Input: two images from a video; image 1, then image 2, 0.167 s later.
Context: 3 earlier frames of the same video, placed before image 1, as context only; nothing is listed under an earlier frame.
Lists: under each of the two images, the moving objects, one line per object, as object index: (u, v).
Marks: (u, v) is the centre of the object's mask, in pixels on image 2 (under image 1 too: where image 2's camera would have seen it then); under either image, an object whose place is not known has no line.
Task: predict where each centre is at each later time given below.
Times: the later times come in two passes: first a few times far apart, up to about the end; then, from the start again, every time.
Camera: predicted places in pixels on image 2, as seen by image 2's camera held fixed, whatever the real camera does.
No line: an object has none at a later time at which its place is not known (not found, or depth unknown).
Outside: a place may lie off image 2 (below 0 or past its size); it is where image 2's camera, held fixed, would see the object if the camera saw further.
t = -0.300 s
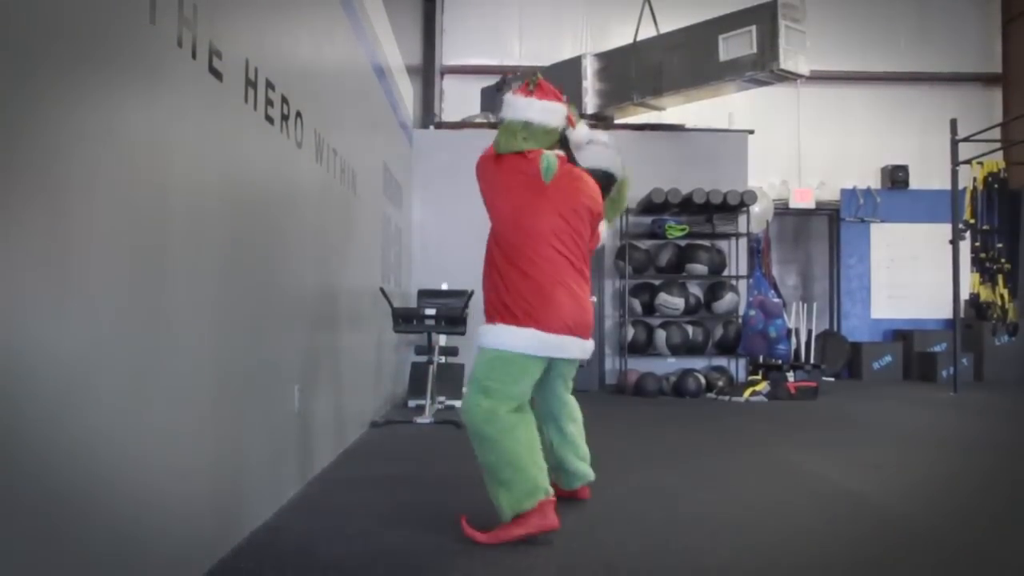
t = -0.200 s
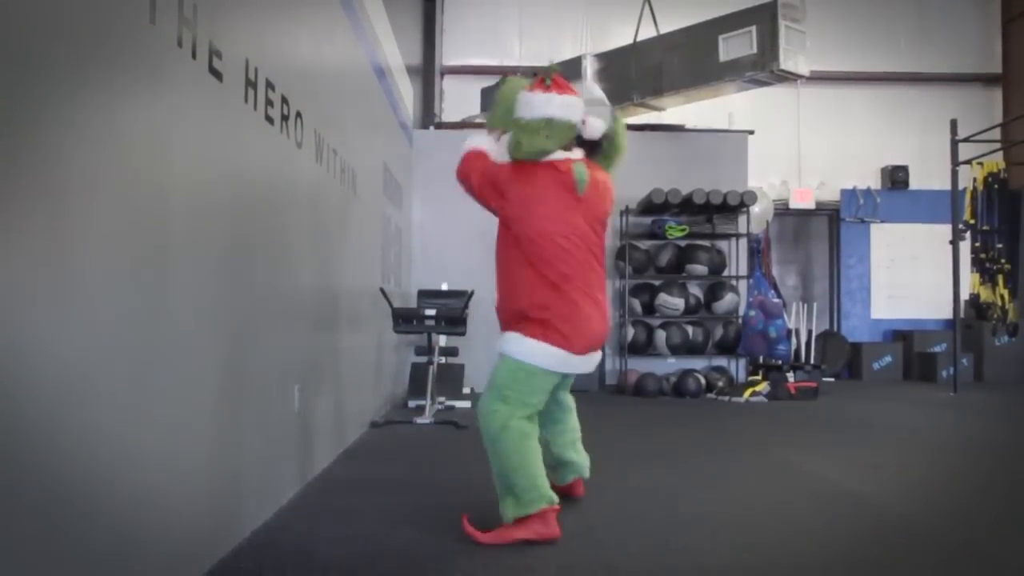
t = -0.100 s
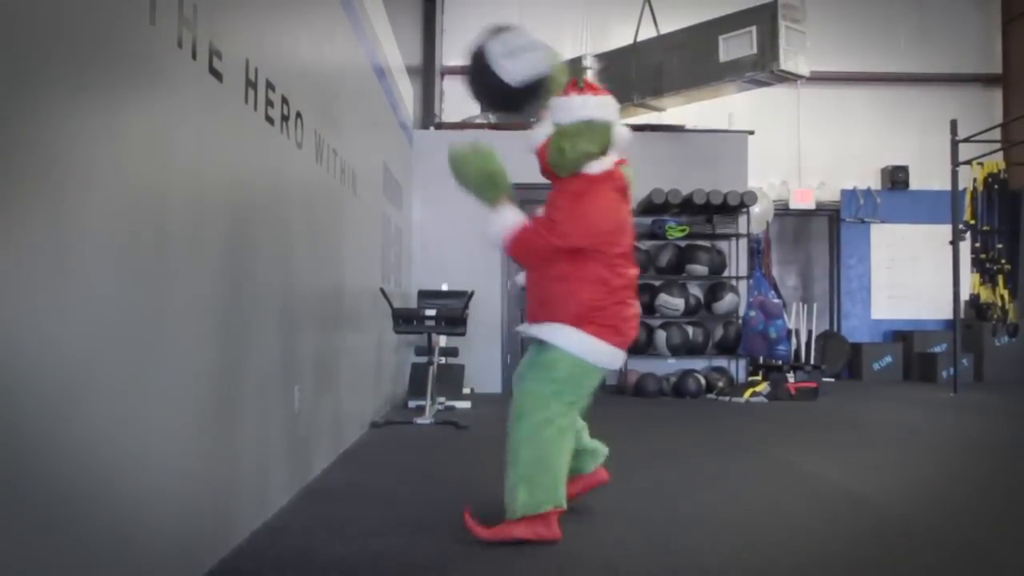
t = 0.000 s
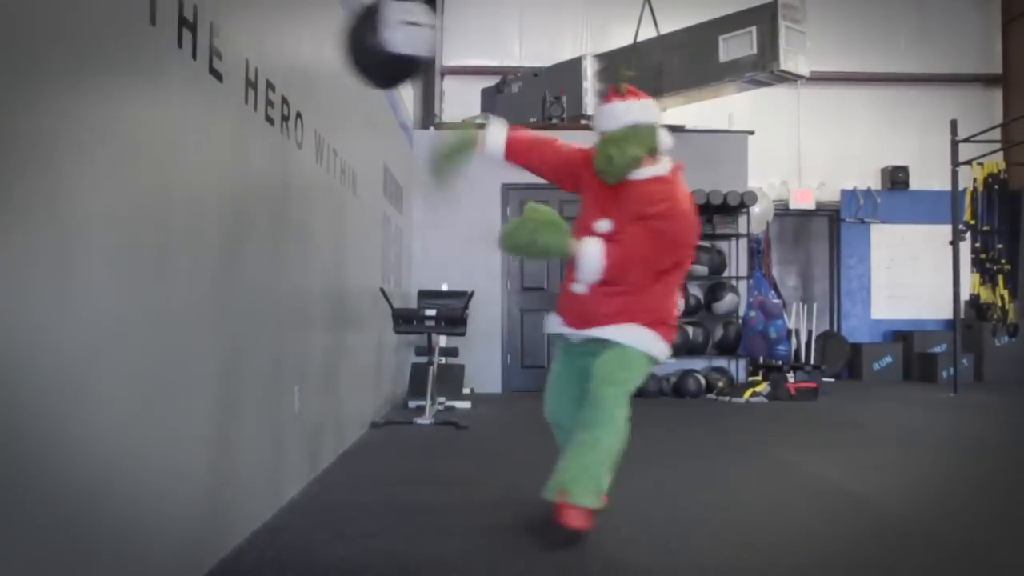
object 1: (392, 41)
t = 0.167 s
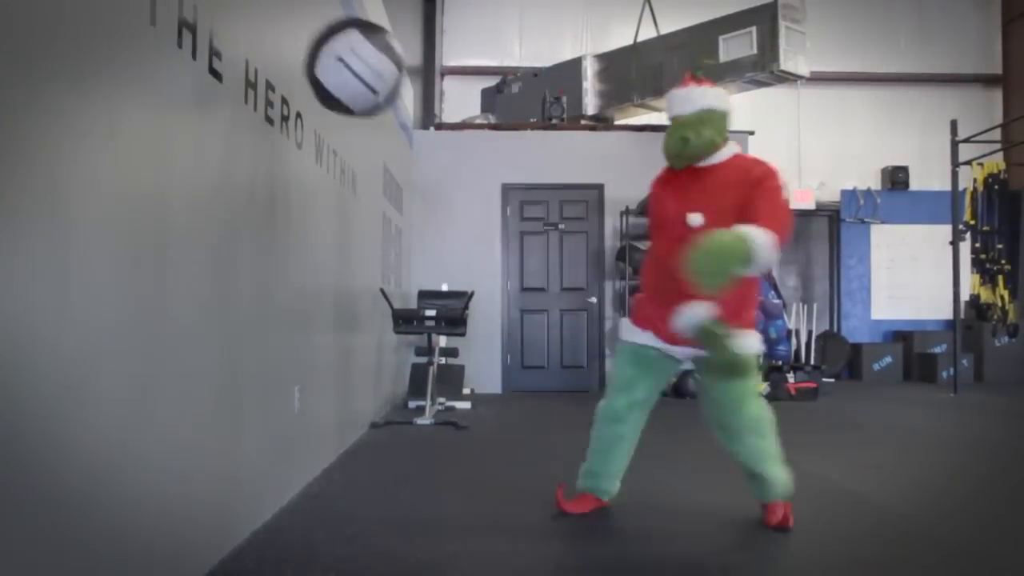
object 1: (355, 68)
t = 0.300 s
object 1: (435, 150)
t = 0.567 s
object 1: (619, 498)
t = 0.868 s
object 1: (775, 409)
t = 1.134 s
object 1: (912, 514)
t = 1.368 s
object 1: (998, 498)
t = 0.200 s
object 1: (374, 82)
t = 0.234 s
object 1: (394, 101)
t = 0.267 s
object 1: (414, 123)
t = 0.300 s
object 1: (435, 150)
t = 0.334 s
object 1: (458, 180)
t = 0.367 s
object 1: (481, 214)
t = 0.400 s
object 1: (507, 252)
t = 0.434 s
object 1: (528, 293)
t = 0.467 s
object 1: (551, 342)
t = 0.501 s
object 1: (574, 392)
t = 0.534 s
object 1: (596, 443)
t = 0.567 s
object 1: (619, 498)
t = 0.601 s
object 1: (639, 501)
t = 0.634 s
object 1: (657, 478)
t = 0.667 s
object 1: (675, 458)
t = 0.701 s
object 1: (691, 443)
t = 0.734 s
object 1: (707, 429)
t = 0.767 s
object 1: (725, 419)
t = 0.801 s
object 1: (743, 413)
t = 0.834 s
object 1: (759, 410)
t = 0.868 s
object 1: (775, 409)
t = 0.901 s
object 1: (793, 413)
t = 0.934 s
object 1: (810, 420)
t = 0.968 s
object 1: (826, 429)
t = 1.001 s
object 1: (843, 443)
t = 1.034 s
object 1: (861, 460)
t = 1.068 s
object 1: (878, 480)
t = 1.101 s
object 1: (895, 504)
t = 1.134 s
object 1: (912, 514)
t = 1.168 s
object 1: (928, 502)
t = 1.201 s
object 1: (946, 494)
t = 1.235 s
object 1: (962, 488)
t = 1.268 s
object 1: (973, 485)
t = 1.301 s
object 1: (981, 487)
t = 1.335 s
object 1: (991, 491)
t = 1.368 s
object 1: (998, 498)
